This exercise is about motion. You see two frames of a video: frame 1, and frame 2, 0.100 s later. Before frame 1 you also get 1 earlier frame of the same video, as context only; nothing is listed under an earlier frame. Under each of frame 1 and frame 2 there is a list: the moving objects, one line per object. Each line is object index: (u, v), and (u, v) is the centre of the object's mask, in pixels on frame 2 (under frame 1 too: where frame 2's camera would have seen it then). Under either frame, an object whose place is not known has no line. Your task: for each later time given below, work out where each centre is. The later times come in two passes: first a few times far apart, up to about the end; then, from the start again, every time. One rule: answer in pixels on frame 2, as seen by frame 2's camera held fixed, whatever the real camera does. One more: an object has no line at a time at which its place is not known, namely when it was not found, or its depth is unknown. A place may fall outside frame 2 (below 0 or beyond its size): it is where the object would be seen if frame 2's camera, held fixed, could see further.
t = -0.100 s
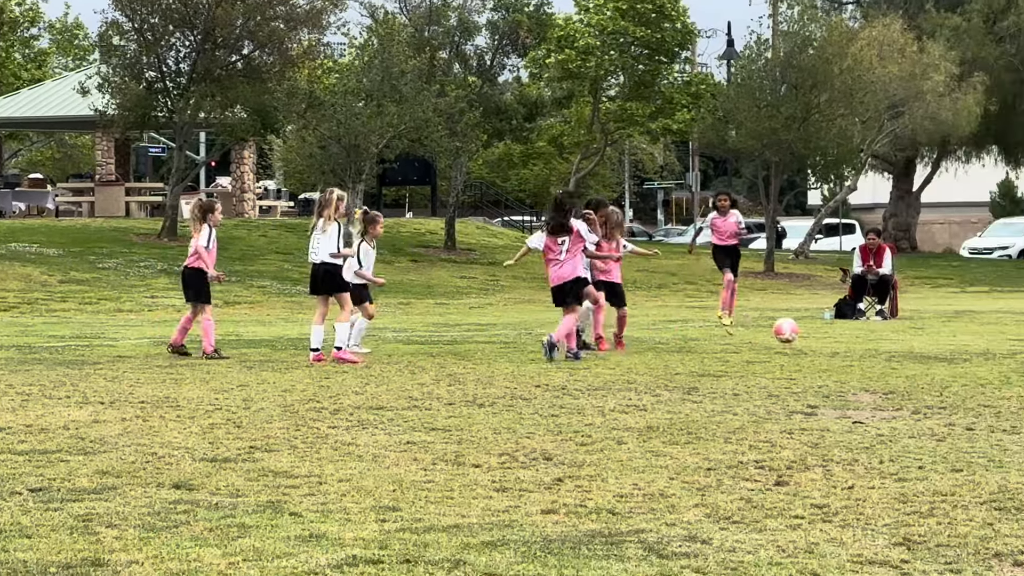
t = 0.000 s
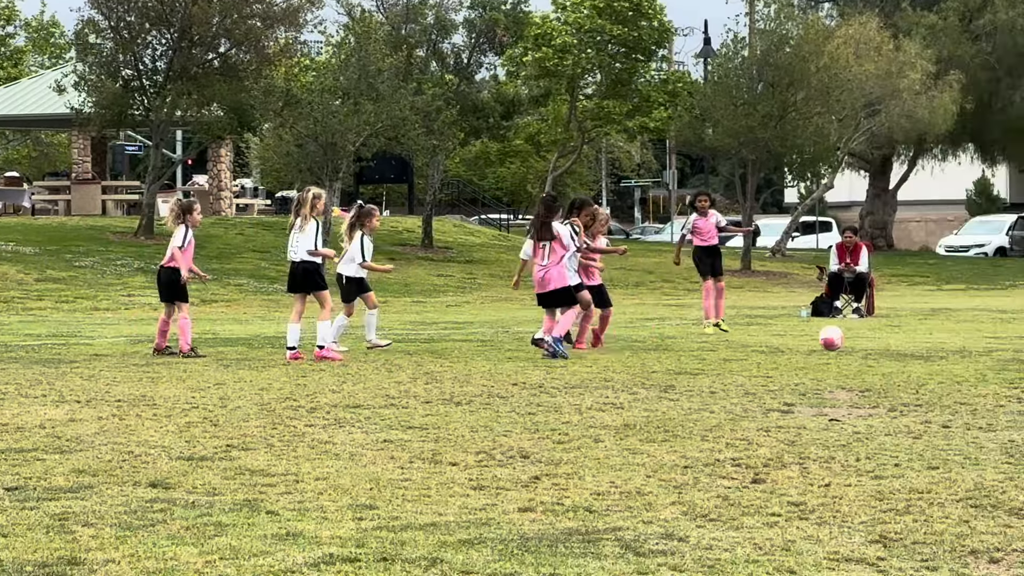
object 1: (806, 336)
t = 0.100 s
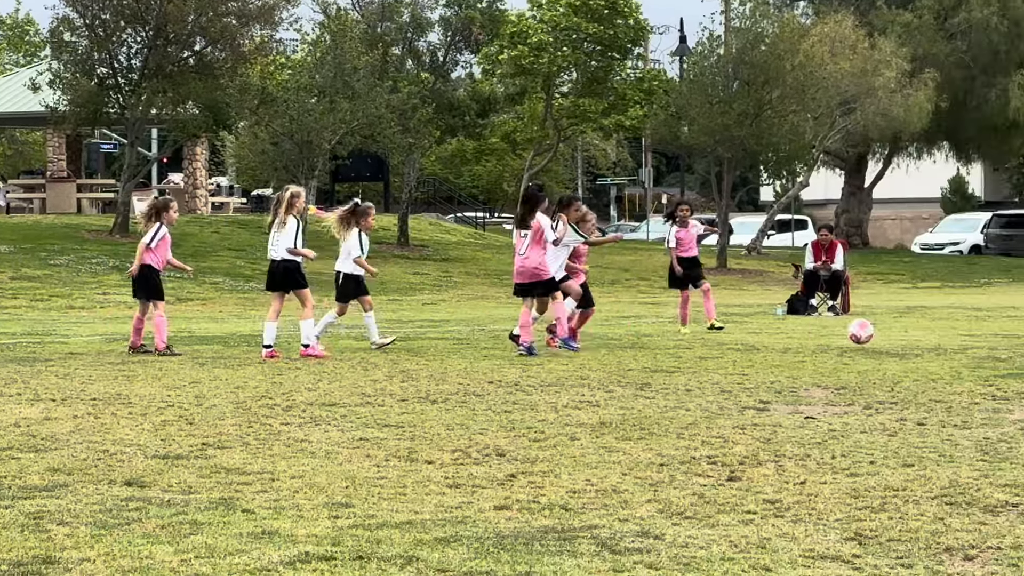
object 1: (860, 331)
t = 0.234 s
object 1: (931, 339)
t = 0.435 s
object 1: (1010, 340)
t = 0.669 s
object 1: (1074, 342)
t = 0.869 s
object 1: (1127, 342)
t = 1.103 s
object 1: (1189, 344)
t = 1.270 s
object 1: (1233, 345)
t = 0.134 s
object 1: (878, 332)
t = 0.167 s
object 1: (896, 334)
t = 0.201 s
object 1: (916, 339)
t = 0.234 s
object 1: (931, 339)
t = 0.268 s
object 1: (945, 336)
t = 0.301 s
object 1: (958, 334)
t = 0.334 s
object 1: (971, 335)
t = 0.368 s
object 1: (984, 336)
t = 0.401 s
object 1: (998, 338)
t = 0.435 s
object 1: (1010, 340)
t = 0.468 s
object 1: (1020, 339)
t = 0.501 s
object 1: (1028, 339)
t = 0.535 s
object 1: (1038, 339)
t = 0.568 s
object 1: (1048, 341)
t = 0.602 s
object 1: (1056, 340)
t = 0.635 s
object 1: (1065, 339)
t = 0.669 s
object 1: (1074, 342)
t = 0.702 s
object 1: (1084, 342)
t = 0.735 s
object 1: (1092, 341)
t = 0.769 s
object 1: (1101, 342)
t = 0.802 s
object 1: (1110, 343)
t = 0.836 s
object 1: (1118, 342)
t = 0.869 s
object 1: (1127, 342)
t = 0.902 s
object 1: (1136, 342)
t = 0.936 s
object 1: (1145, 343)
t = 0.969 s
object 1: (1154, 342)
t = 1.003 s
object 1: (1162, 342)
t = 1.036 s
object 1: (1171, 343)
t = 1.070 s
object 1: (1180, 344)
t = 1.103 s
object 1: (1189, 344)
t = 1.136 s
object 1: (1197, 345)
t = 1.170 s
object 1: (1207, 344)
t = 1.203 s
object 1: (1216, 345)
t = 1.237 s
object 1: (1224, 345)
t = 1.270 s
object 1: (1233, 345)
